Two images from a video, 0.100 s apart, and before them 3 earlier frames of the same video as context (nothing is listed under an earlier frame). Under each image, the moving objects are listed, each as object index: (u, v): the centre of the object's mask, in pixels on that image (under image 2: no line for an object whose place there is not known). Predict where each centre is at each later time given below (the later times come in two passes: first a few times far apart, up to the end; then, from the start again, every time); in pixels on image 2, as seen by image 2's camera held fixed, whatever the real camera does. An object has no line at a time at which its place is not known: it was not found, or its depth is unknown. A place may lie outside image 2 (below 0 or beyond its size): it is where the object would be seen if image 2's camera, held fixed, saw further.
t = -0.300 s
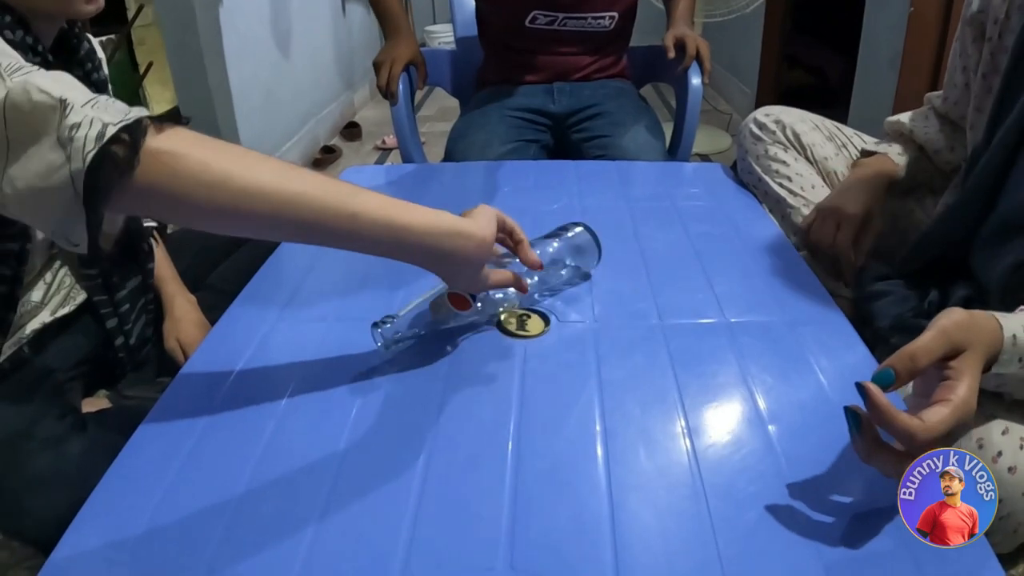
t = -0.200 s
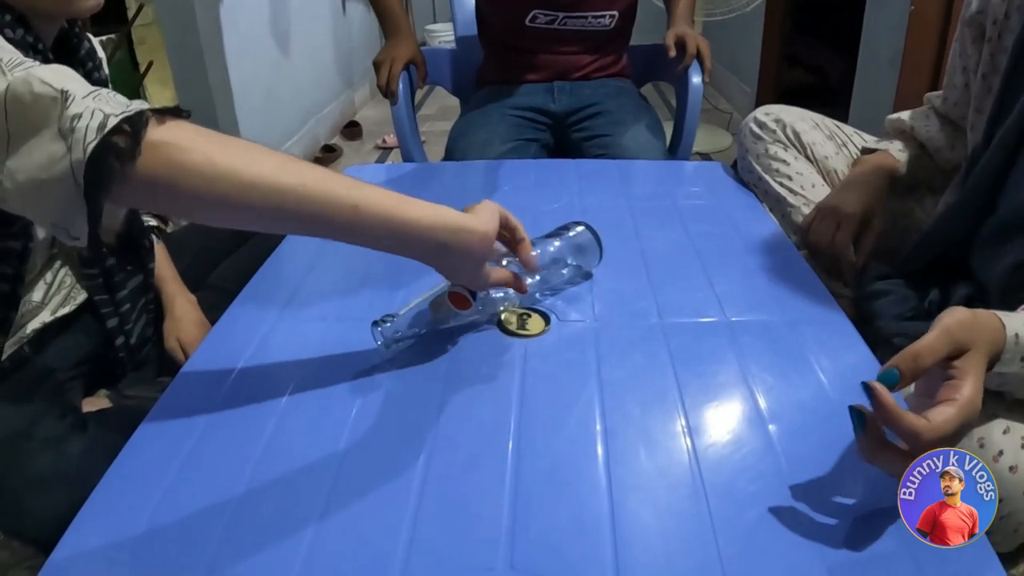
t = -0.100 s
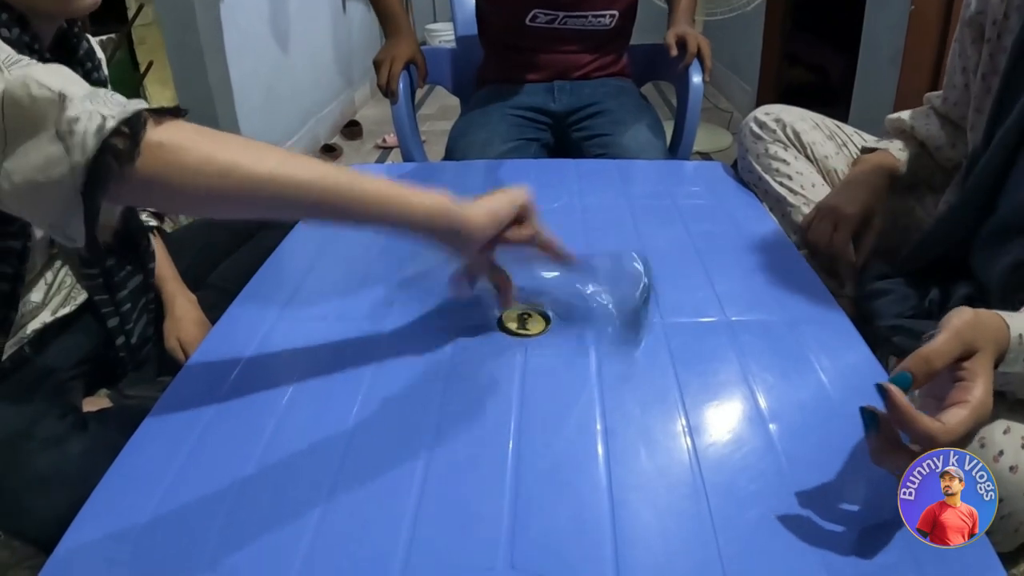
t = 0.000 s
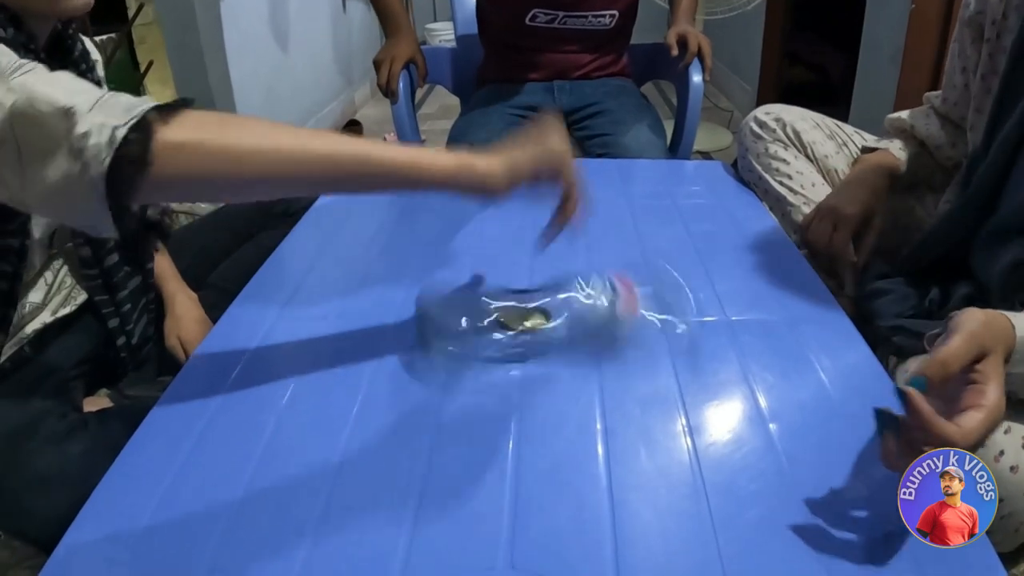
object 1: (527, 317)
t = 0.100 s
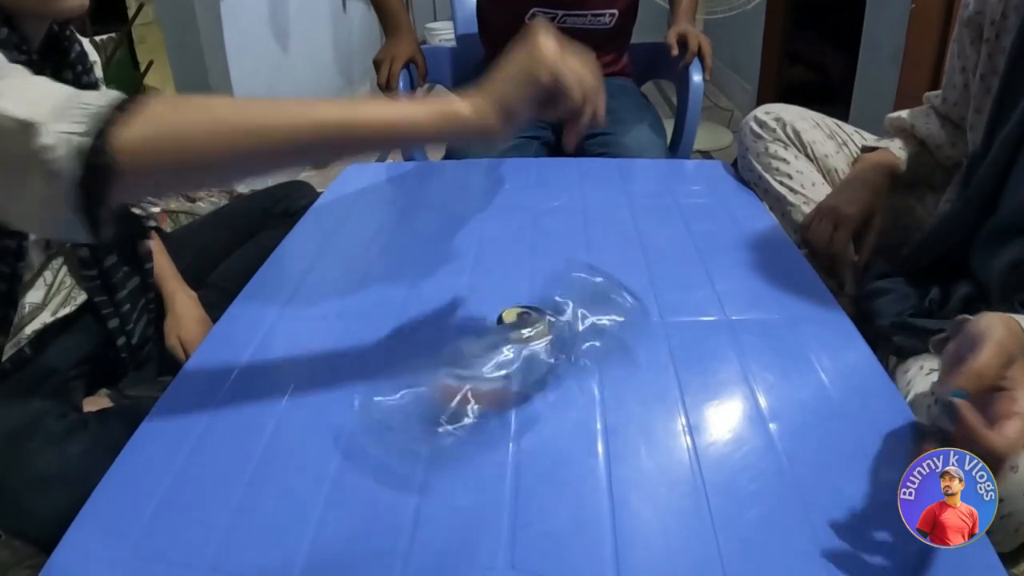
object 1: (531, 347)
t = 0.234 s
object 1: (481, 413)
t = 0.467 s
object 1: (507, 420)
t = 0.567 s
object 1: (456, 449)
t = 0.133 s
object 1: (546, 361)
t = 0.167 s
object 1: (544, 396)
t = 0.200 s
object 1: (504, 426)
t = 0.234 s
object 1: (481, 413)
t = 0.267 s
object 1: (481, 405)
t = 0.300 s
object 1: (474, 410)
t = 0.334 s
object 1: (490, 431)
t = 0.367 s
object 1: (471, 434)
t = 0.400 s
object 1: (437, 459)
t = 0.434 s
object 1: (494, 412)
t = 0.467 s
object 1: (507, 420)
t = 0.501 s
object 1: (509, 441)
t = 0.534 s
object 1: (484, 447)
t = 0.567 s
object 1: (456, 449)
